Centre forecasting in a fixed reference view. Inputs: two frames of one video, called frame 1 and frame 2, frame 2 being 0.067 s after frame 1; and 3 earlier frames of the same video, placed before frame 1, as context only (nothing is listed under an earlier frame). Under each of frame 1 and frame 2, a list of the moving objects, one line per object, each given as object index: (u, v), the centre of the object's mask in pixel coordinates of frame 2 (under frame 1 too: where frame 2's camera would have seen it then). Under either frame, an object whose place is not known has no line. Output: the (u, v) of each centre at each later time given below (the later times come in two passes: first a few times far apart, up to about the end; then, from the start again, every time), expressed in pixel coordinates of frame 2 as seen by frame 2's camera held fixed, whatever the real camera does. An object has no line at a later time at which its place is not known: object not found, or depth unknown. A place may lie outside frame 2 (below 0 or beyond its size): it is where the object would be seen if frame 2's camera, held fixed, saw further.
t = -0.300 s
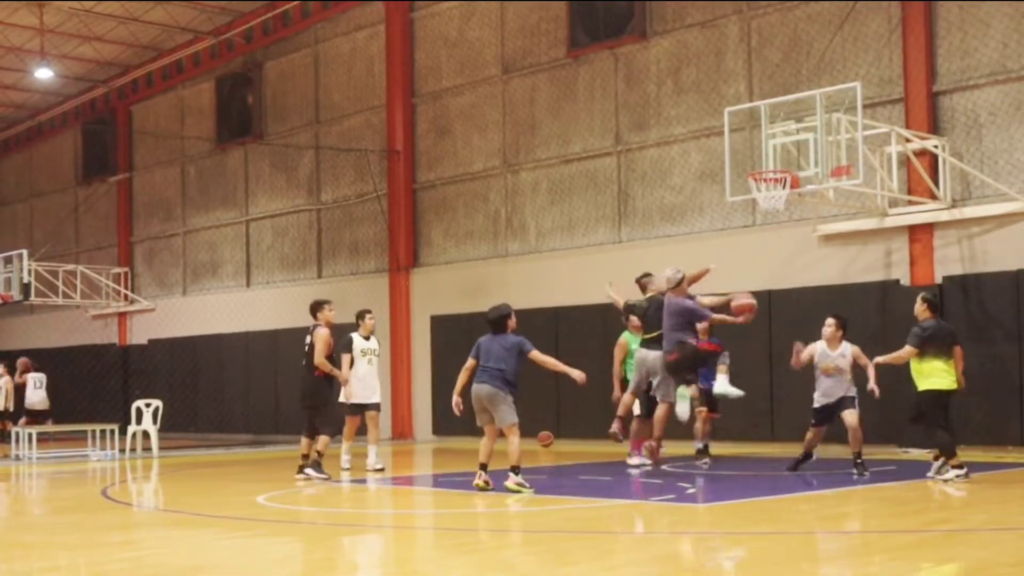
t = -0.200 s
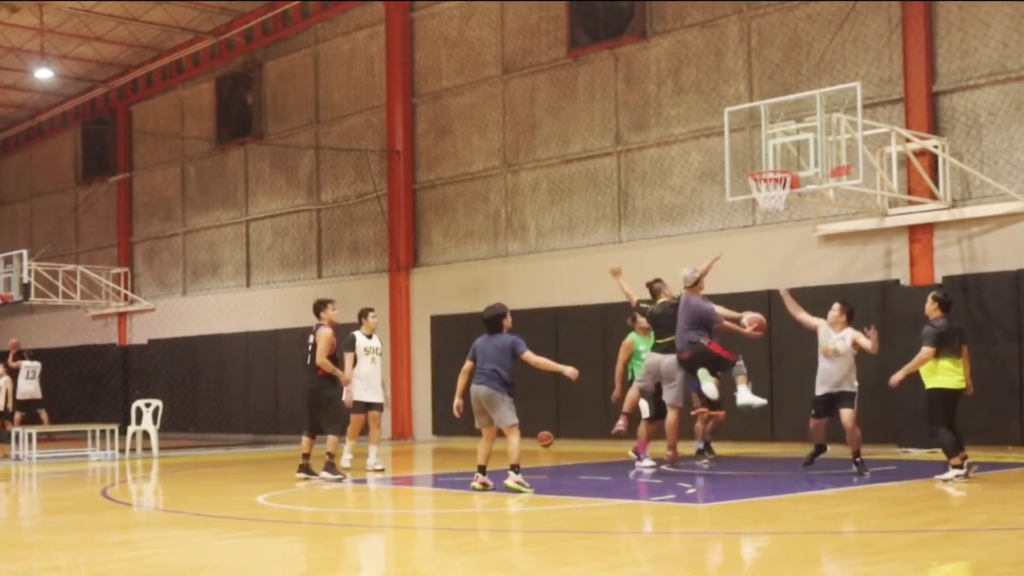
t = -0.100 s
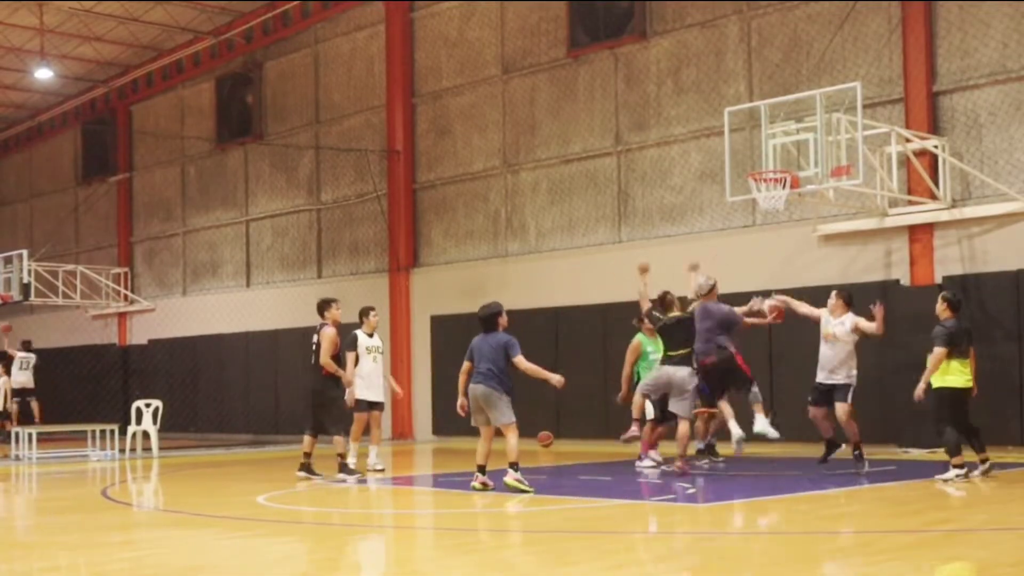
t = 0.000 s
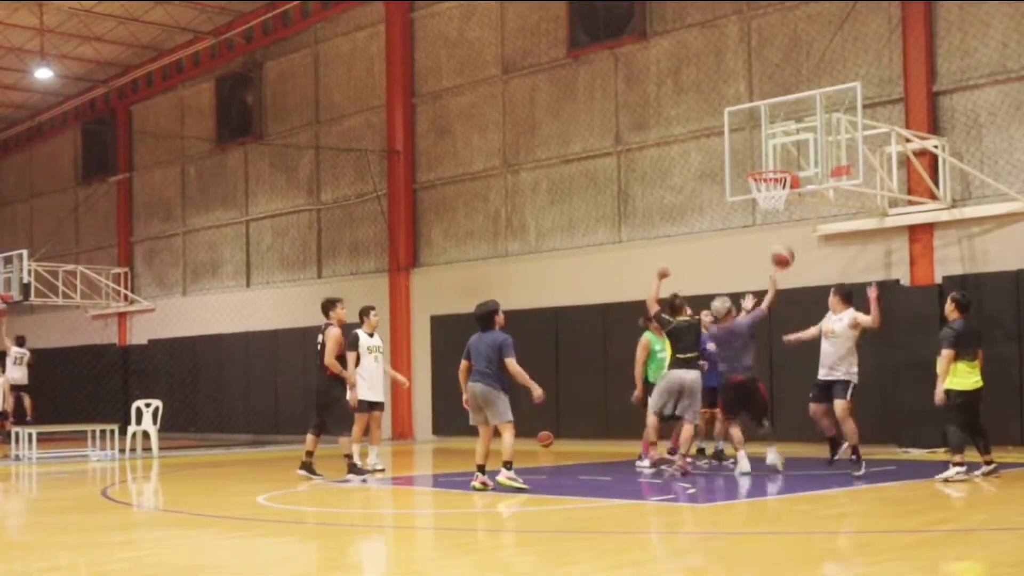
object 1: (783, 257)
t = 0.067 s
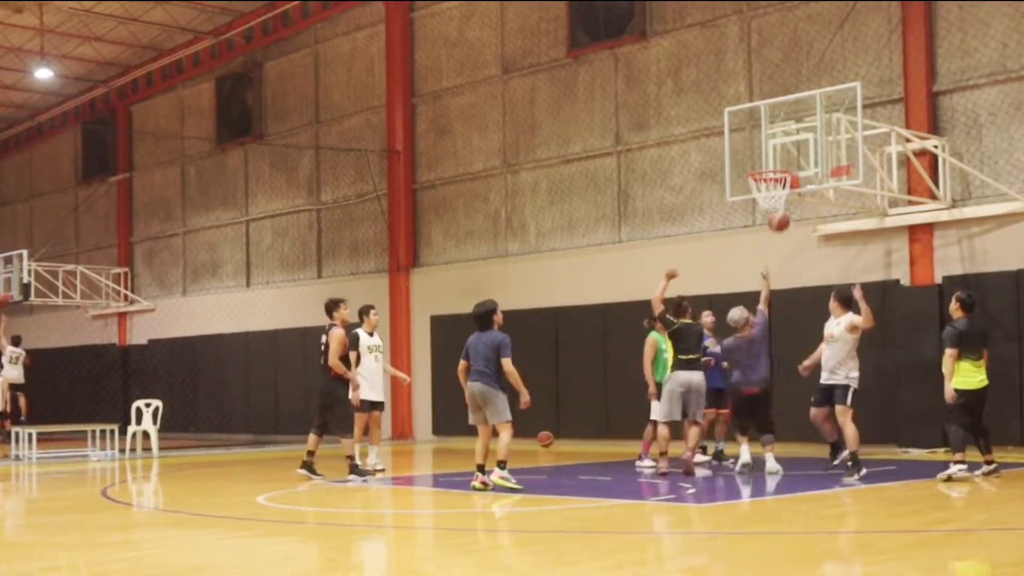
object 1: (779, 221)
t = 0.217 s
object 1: (772, 156)
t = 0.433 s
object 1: (756, 104)
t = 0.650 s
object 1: (745, 97)
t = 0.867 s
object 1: (740, 130)
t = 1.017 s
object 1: (724, 165)
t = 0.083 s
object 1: (778, 214)
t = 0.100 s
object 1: (776, 206)
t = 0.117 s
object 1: (775, 198)
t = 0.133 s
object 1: (773, 189)
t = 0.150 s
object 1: (771, 181)
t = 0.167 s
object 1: (771, 176)
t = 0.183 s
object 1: (771, 169)
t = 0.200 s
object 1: (771, 162)
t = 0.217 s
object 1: (772, 156)
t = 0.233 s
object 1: (769, 151)
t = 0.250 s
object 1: (767, 145)
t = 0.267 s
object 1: (765, 141)
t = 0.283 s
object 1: (764, 136)
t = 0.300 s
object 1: (763, 130)
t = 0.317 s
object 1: (762, 127)
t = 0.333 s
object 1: (761, 122)
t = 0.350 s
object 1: (761, 119)
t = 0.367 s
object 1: (760, 116)
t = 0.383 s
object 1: (760, 112)
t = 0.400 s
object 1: (759, 109)
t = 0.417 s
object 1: (758, 107)
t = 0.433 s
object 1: (756, 104)
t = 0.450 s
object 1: (754, 99)
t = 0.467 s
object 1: (753, 98)
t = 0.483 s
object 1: (752, 97)
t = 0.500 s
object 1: (753, 94)
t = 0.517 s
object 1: (753, 93)
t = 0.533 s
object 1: (753, 92)
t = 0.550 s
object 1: (752, 93)
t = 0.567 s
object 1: (751, 93)
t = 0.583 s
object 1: (749, 93)
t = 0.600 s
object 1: (749, 93)
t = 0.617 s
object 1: (747, 94)
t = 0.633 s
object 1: (746, 96)
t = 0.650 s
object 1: (745, 97)
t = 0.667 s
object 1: (744, 98)
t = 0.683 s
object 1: (744, 98)
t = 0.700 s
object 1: (744, 102)
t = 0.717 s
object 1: (743, 104)
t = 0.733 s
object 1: (743, 107)
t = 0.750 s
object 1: (742, 109)
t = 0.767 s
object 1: (741, 111)
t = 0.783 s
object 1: (740, 115)
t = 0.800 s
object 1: (739, 118)
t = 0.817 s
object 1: (740, 119)
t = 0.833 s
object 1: (741, 120)
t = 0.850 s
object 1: (741, 124)
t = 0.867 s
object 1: (740, 130)
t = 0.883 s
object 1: (738, 136)
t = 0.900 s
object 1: (738, 141)
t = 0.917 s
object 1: (736, 146)
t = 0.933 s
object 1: (735, 152)
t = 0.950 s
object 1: (732, 155)
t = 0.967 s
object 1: (731, 155)
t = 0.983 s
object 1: (728, 159)
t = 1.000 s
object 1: (726, 162)
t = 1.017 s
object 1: (724, 165)
